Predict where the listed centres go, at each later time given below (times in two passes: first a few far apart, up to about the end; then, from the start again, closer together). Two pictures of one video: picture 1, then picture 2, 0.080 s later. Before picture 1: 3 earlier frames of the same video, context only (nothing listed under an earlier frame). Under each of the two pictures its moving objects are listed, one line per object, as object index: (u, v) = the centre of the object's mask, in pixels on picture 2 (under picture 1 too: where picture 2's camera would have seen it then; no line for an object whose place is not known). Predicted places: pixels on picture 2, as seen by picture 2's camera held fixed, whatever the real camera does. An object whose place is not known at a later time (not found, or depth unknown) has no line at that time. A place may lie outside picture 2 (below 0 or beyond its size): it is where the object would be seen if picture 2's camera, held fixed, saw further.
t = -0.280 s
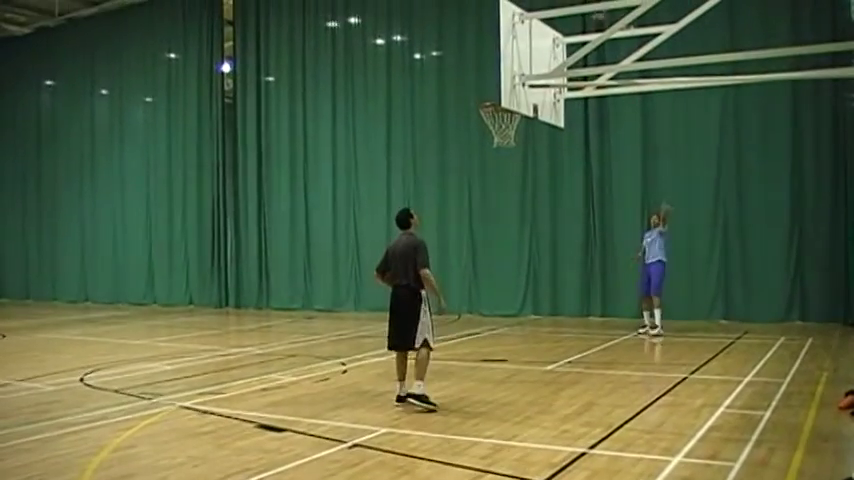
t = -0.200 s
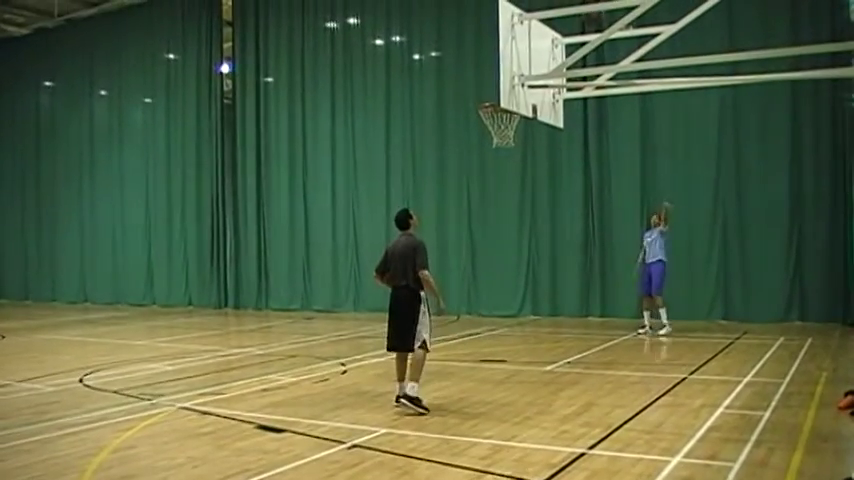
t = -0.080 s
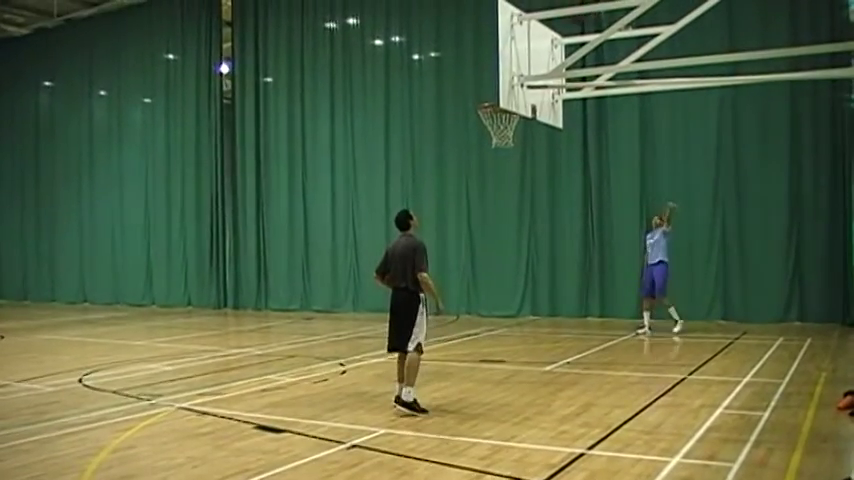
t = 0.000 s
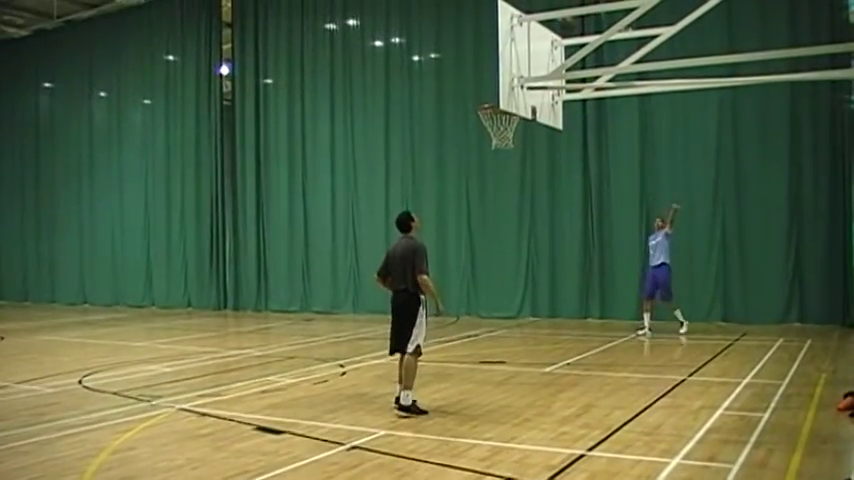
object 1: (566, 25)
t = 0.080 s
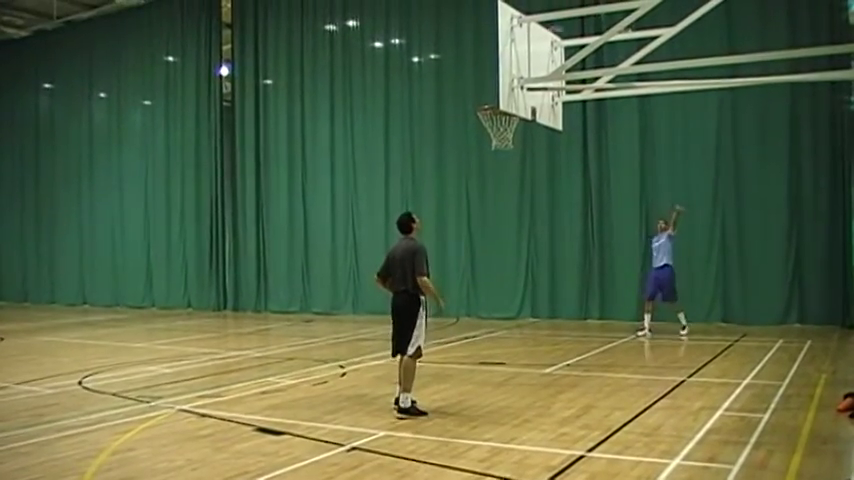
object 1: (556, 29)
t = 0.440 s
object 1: (534, 129)
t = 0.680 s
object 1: (518, 182)
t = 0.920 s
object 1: (506, 271)
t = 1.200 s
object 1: (495, 323)
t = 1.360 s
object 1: (491, 281)
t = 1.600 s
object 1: (485, 252)
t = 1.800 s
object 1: (480, 257)
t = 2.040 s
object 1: (477, 295)
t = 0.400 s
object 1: (538, 127)
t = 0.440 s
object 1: (534, 129)
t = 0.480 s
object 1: (532, 133)
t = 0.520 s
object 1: (529, 141)
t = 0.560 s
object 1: (526, 149)
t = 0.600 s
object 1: (524, 160)
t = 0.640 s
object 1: (521, 170)
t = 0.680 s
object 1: (518, 182)
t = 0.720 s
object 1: (517, 195)
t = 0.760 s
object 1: (515, 208)
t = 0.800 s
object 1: (512, 222)
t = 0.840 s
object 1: (509, 237)
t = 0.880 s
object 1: (507, 253)
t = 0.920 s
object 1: (506, 271)
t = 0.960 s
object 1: (504, 289)
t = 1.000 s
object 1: (503, 306)
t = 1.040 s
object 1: (501, 324)
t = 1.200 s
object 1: (495, 323)
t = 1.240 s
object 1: (494, 310)
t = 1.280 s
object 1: (493, 299)
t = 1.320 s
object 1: (491, 289)
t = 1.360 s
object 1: (491, 281)
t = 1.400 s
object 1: (490, 273)
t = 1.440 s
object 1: (489, 266)
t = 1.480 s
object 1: (488, 261)
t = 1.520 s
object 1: (487, 258)
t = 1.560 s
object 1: (486, 254)
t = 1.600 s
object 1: (485, 252)
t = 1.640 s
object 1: (485, 252)
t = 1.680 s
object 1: (482, 252)
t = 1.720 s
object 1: (482, 253)
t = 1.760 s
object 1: (481, 255)
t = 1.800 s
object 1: (480, 257)
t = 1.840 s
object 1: (480, 261)
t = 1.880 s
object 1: (479, 266)
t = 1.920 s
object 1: (478, 273)
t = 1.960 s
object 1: (478, 279)
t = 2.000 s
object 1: (477, 286)
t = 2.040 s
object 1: (477, 295)
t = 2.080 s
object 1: (476, 304)
